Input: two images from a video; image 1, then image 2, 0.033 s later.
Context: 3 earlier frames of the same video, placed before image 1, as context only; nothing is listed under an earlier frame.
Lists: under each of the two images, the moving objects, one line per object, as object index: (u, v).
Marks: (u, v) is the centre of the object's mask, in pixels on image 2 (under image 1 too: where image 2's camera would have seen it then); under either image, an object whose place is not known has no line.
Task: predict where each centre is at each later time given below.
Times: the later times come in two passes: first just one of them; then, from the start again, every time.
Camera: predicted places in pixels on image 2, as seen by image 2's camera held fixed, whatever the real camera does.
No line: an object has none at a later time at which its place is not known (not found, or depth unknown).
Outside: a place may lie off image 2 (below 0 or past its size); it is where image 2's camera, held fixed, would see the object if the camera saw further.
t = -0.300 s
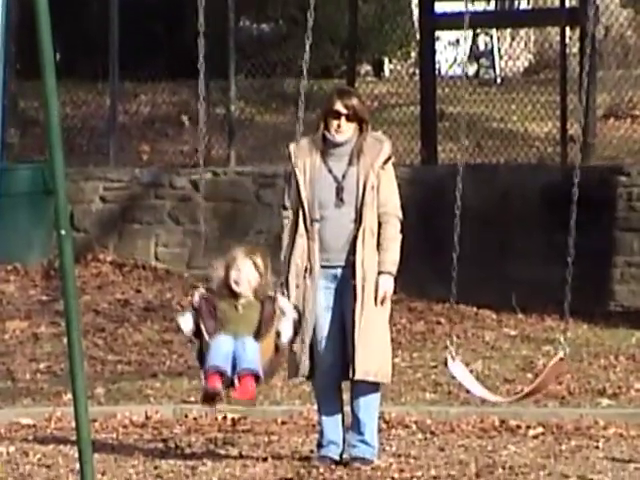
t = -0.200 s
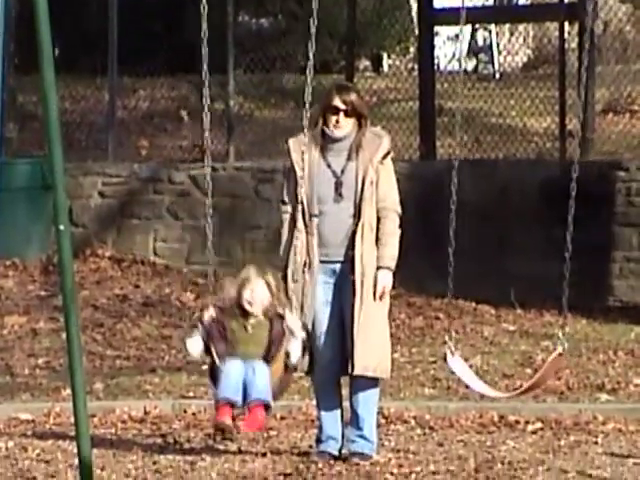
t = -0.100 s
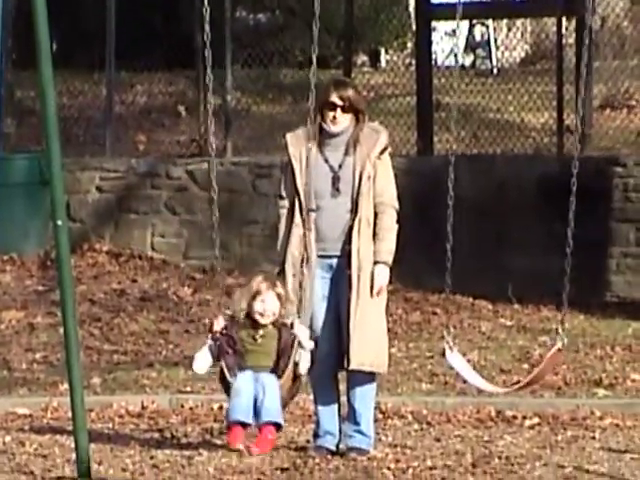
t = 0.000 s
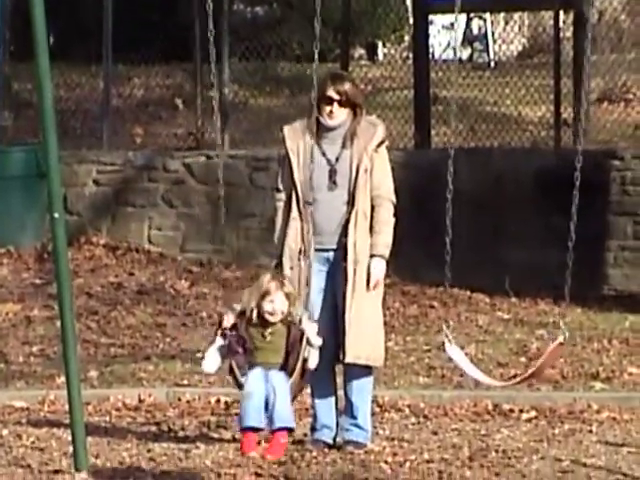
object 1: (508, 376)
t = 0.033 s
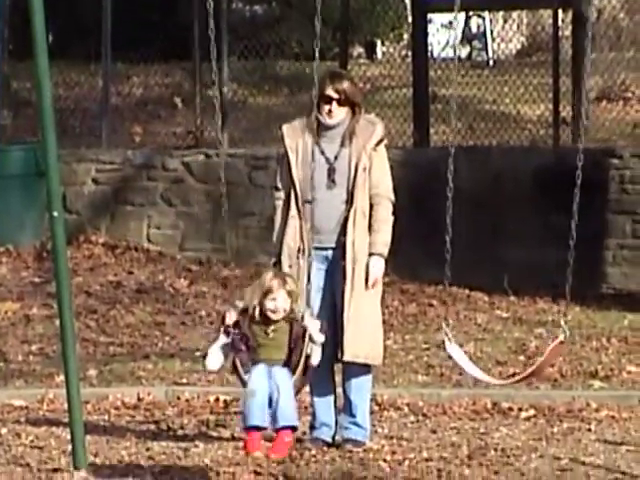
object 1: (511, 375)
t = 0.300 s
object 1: (513, 377)
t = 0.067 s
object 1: (512, 375)
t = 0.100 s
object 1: (505, 378)
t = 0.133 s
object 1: (511, 377)
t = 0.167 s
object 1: (513, 378)
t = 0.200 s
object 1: (514, 378)
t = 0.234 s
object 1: (508, 377)
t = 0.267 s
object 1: (510, 377)
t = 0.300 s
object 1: (513, 377)
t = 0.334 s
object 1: (514, 377)
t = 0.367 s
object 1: (524, 378)
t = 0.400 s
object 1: (525, 378)
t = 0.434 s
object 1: (525, 377)
